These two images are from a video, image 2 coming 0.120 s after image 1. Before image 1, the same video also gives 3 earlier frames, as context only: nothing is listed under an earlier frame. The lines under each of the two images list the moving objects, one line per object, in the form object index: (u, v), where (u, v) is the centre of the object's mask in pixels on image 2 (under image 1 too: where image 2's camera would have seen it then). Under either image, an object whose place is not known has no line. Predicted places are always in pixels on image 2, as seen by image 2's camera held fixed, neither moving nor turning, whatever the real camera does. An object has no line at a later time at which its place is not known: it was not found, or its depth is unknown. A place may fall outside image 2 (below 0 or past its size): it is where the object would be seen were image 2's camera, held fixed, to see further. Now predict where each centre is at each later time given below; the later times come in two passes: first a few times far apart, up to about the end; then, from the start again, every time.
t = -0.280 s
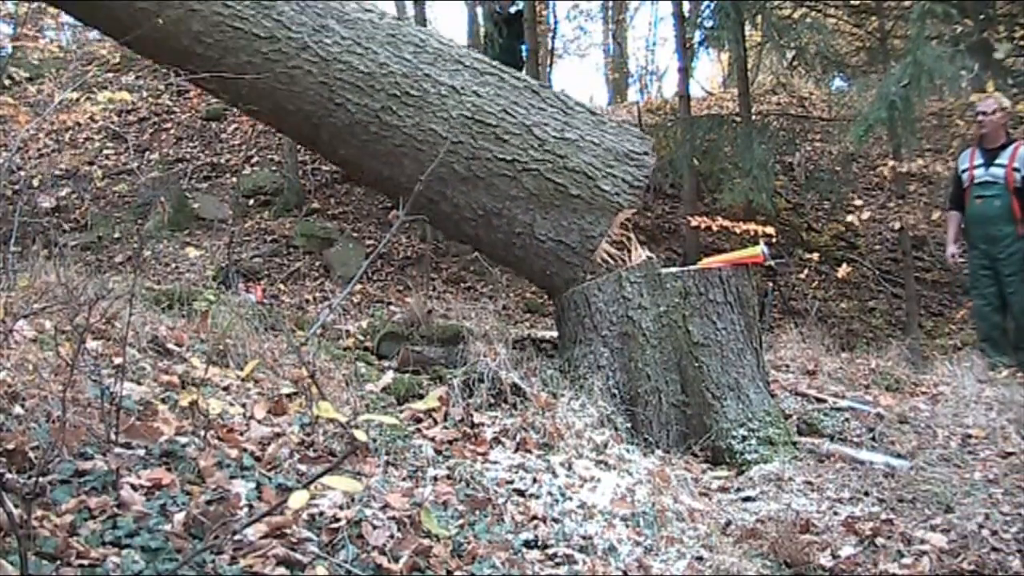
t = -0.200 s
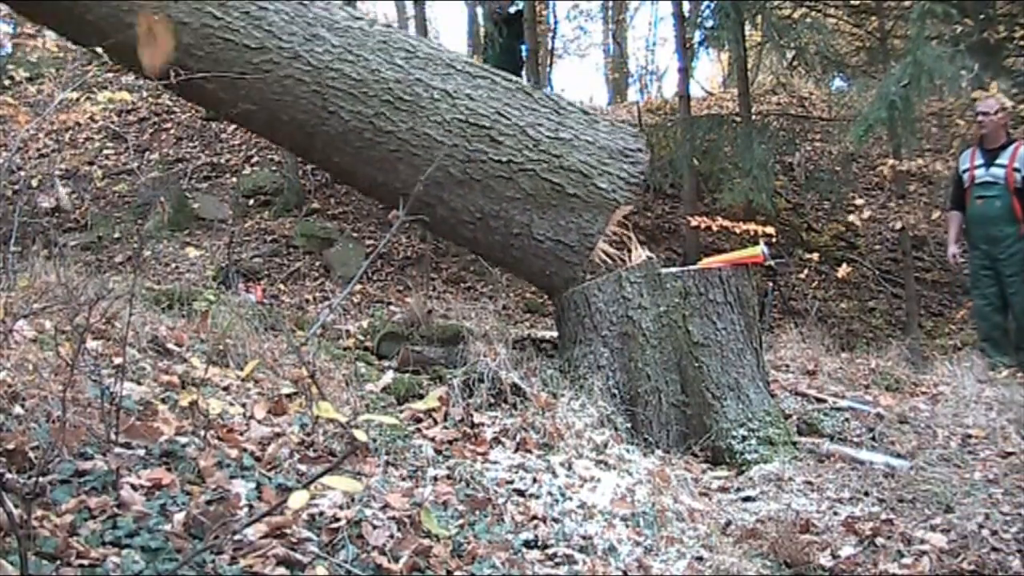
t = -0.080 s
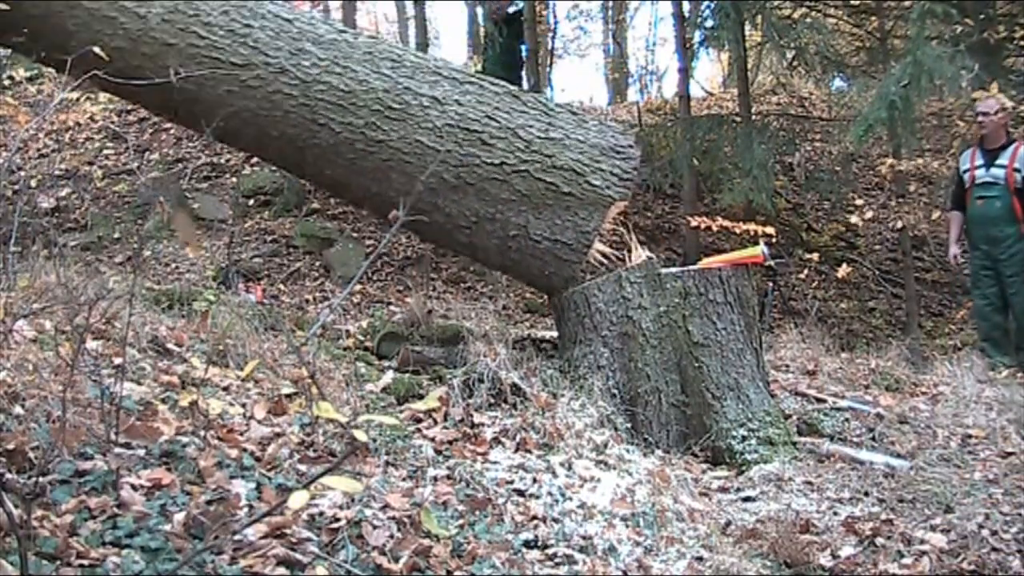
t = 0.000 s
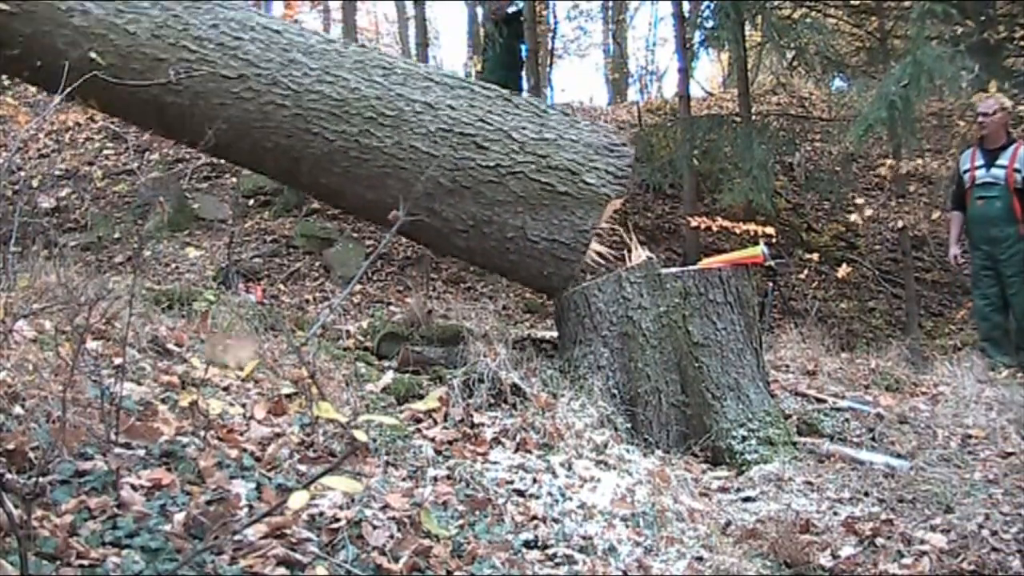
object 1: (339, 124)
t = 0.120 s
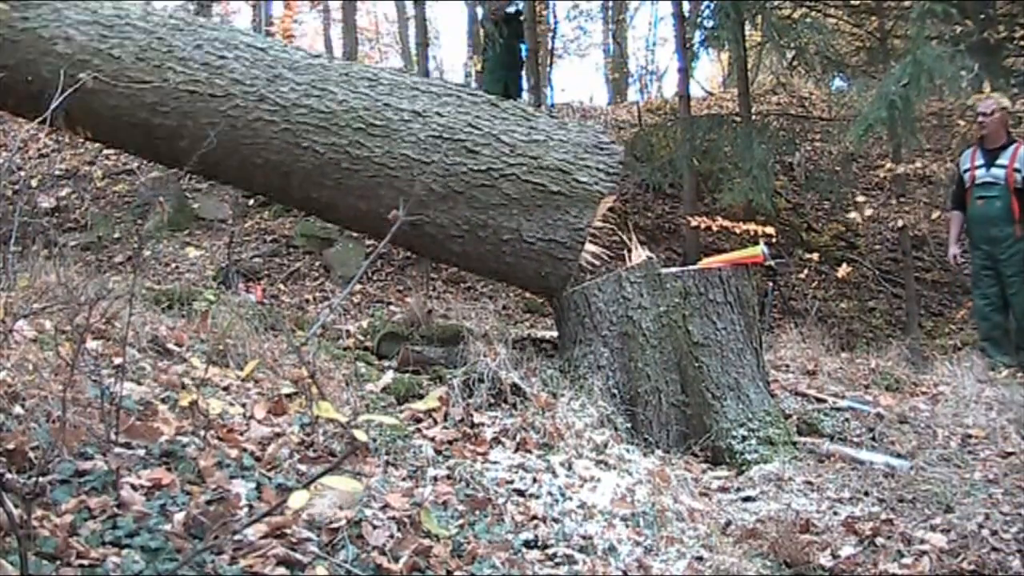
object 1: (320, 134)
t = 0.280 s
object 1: (311, 162)
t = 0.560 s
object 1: (294, 229)
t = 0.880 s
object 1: (301, 223)
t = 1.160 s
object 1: (297, 216)
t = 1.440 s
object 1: (299, 229)
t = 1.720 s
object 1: (302, 229)
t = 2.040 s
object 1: (302, 229)
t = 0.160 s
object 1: (315, 138)
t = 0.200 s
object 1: (326, 151)
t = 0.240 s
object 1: (318, 151)
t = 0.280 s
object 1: (311, 162)
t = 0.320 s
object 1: (304, 177)
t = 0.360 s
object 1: (313, 188)
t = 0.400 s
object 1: (308, 198)
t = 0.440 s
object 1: (306, 210)
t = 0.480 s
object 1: (293, 224)
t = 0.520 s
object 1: (295, 227)
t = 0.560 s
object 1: (294, 229)
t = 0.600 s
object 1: (296, 231)
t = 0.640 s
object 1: (297, 230)
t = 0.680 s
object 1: (301, 232)
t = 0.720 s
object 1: (308, 230)
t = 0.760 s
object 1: (302, 230)
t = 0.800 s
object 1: (301, 228)
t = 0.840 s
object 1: (302, 226)
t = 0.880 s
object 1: (301, 223)
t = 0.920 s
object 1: (301, 220)
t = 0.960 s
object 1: (300, 217)
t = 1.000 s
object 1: (297, 214)
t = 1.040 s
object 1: (297, 213)
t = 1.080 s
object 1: (297, 212)
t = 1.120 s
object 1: (297, 213)
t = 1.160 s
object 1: (297, 216)
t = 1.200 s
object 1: (297, 219)
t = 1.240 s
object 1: (298, 224)
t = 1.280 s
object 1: (299, 228)
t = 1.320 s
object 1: (299, 229)
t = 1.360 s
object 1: (299, 229)
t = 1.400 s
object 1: (300, 230)
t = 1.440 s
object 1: (299, 229)
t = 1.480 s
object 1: (299, 229)
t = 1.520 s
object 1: (302, 228)
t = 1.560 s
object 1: (301, 227)
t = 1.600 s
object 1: (300, 229)
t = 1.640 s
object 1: (301, 229)
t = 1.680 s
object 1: (301, 229)
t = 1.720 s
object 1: (302, 229)
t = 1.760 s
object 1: (302, 229)
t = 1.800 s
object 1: (302, 229)
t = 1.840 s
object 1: (301, 229)
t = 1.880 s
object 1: (302, 229)
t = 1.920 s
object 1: (302, 230)
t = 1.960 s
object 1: (314, 228)
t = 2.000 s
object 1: (301, 227)
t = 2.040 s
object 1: (302, 229)
